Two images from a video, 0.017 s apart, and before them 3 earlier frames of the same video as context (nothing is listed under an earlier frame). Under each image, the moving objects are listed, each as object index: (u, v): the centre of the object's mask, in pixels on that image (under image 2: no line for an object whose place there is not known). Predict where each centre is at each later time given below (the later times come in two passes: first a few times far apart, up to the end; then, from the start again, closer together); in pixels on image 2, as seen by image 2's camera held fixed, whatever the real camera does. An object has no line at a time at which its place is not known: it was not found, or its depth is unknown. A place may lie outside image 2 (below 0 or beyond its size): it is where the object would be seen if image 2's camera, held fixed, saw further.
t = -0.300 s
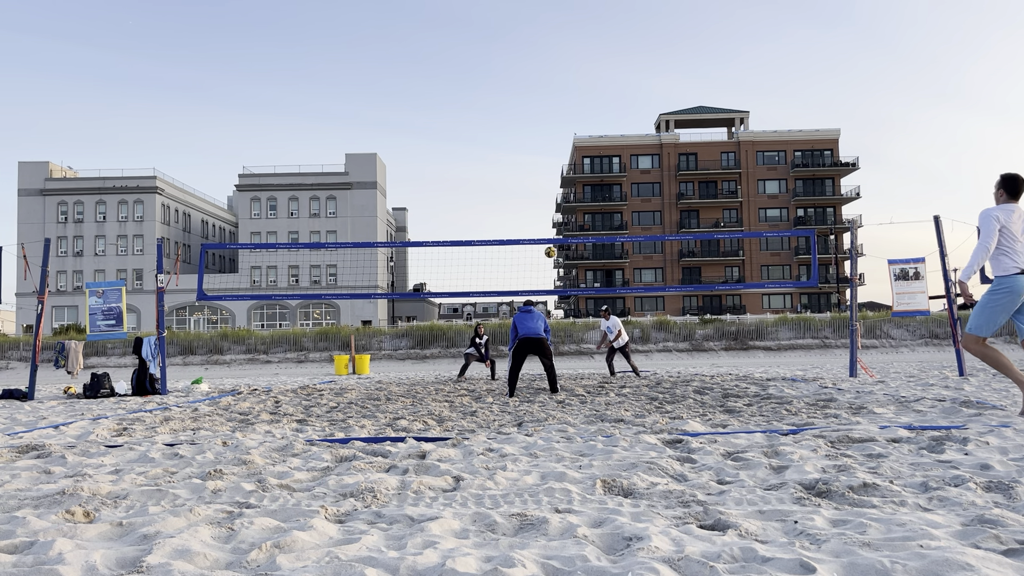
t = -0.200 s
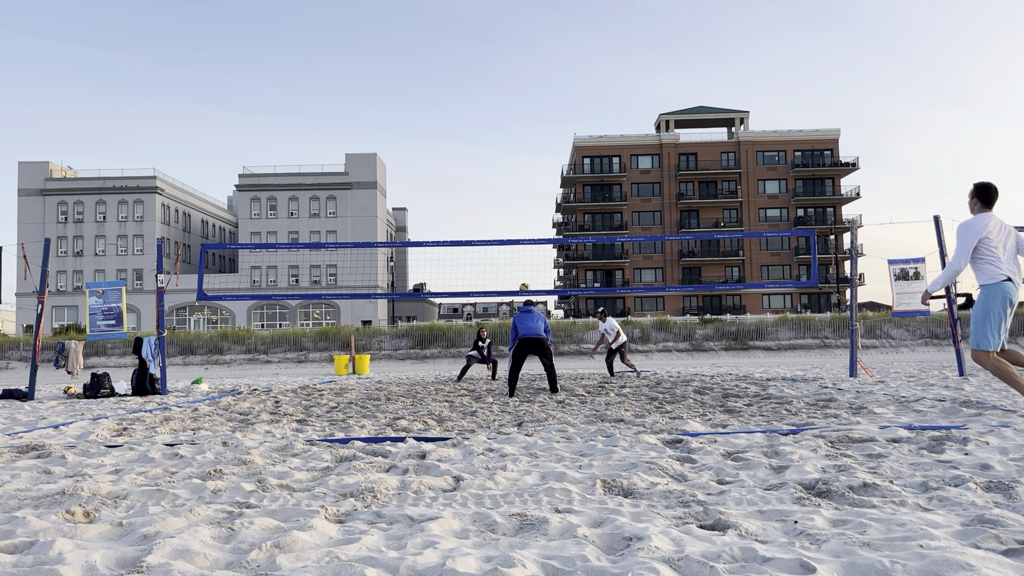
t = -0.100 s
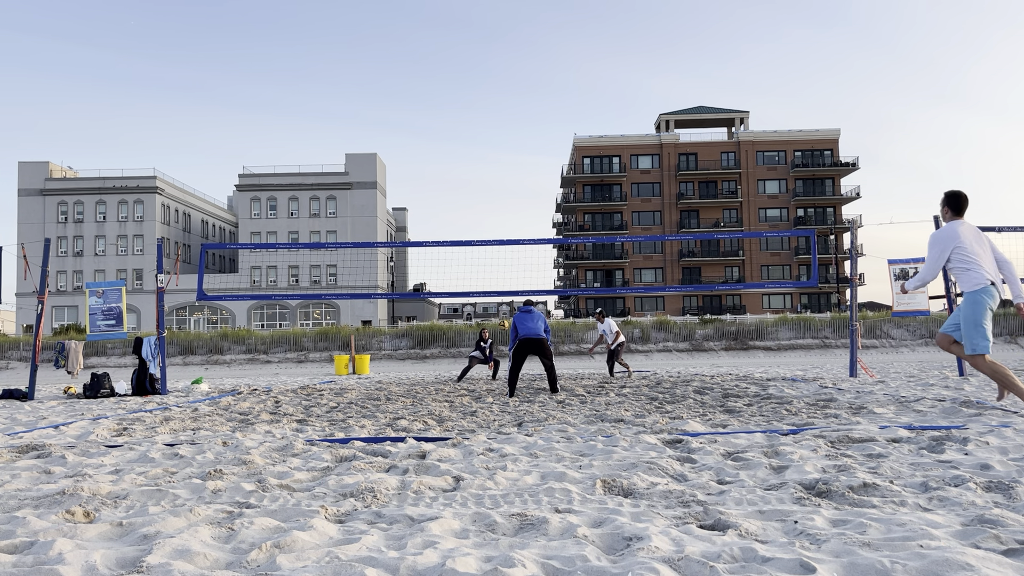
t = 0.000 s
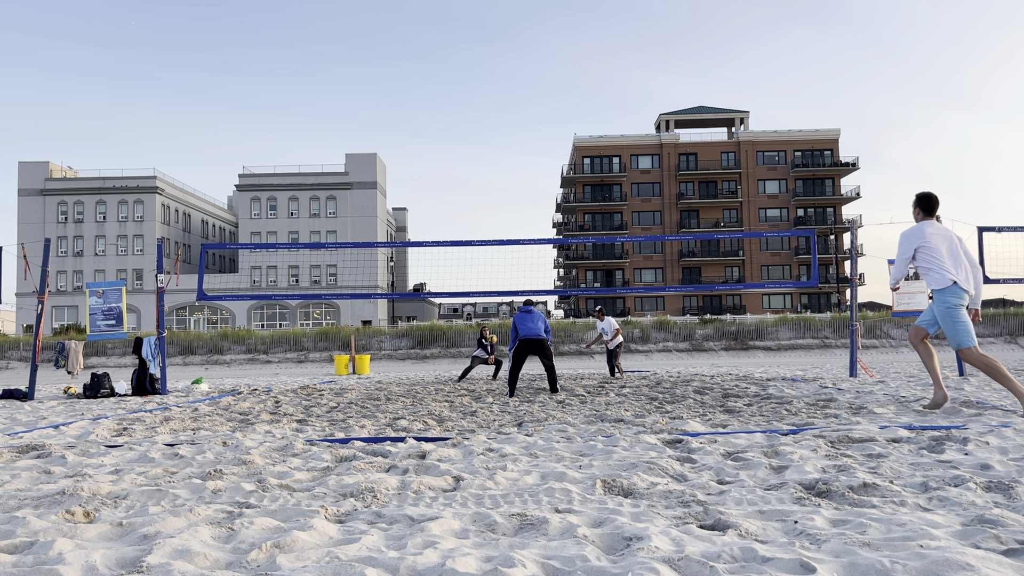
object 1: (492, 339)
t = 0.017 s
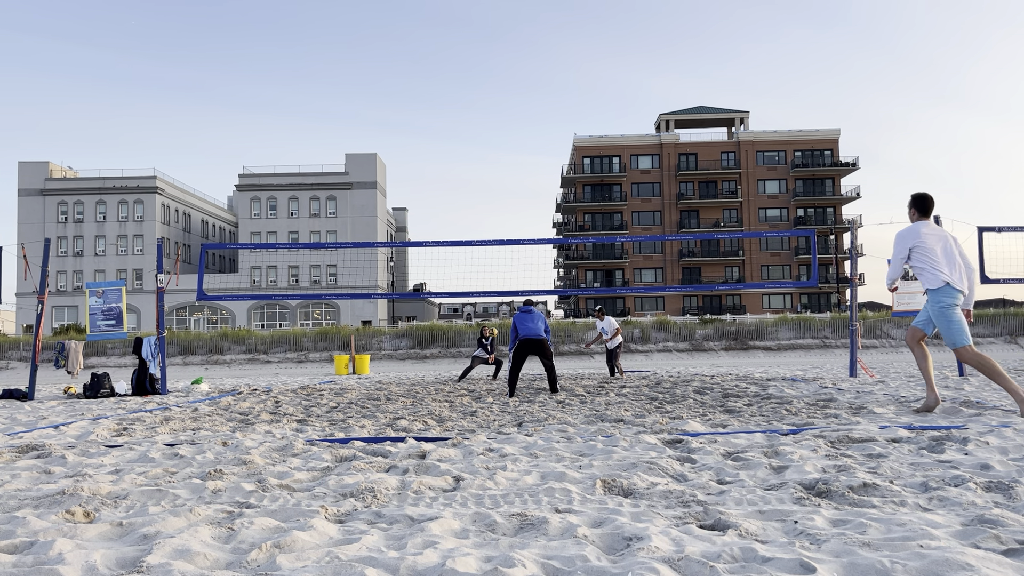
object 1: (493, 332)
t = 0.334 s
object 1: (509, 229)
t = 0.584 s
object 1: (524, 179)
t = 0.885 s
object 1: (543, 155)
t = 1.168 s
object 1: (563, 171)
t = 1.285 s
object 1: (572, 188)
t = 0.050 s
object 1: (495, 320)
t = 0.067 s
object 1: (495, 313)
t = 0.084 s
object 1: (496, 307)
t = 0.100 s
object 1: (497, 301)
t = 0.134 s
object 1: (499, 288)
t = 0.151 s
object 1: (499, 284)
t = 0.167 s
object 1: (500, 278)
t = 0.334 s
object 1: (509, 229)
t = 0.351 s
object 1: (510, 225)
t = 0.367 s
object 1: (511, 221)
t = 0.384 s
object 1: (512, 217)
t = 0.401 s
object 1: (513, 213)
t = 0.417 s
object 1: (514, 209)
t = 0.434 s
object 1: (515, 206)
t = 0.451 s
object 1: (515, 202)
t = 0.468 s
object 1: (516, 199)
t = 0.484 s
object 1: (517, 196)
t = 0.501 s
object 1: (518, 193)
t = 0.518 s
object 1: (519, 189)
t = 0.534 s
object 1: (520, 187)
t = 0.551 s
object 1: (521, 184)
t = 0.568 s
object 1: (523, 181)
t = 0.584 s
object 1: (524, 179)
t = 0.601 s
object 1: (525, 176)
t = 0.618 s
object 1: (526, 174)
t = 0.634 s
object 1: (527, 172)
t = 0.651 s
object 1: (527, 170)
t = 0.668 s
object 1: (529, 168)
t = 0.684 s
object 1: (530, 166)
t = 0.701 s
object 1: (531, 164)
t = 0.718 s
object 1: (532, 163)
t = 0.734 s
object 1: (533, 162)
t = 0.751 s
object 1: (534, 160)
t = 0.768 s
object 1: (535, 159)
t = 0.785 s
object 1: (536, 158)
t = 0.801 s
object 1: (537, 157)
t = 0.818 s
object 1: (538, 157)
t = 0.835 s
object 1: (539, 156)
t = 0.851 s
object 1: (540, 155)
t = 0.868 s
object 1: (541, 155)
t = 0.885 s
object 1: (543, 155)
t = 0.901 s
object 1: (544, 155)
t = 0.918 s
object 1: (545, 155)
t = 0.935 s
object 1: (546, 155)
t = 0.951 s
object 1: (547, 155)
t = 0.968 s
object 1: (548, 156)
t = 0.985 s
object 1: (550, 156)
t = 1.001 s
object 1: (551, 157)
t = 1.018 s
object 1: (552, 158)
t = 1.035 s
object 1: (553, 159)
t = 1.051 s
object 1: (554, 160)
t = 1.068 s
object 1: (555, 161)
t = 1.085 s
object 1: (557, 162)
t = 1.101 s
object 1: (558, 164)
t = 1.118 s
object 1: (559, 165)
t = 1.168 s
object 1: (563, 171)
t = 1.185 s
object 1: (564, 173)
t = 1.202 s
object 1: (566, 176)
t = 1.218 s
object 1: (566, 178)
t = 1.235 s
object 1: (567, 180)
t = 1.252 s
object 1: (569, 183)
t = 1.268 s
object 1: (571, 186)
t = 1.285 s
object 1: (572, 188)
